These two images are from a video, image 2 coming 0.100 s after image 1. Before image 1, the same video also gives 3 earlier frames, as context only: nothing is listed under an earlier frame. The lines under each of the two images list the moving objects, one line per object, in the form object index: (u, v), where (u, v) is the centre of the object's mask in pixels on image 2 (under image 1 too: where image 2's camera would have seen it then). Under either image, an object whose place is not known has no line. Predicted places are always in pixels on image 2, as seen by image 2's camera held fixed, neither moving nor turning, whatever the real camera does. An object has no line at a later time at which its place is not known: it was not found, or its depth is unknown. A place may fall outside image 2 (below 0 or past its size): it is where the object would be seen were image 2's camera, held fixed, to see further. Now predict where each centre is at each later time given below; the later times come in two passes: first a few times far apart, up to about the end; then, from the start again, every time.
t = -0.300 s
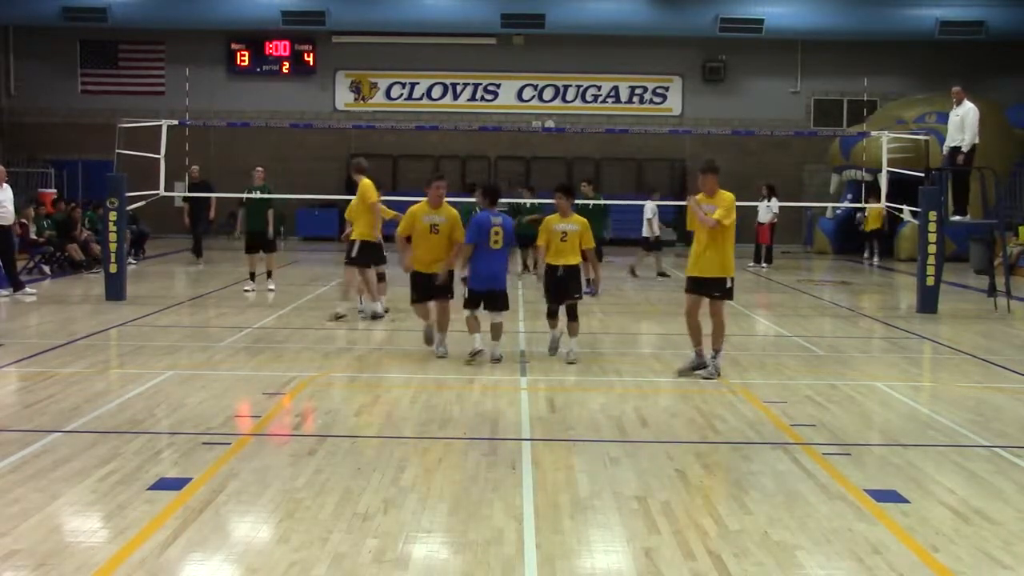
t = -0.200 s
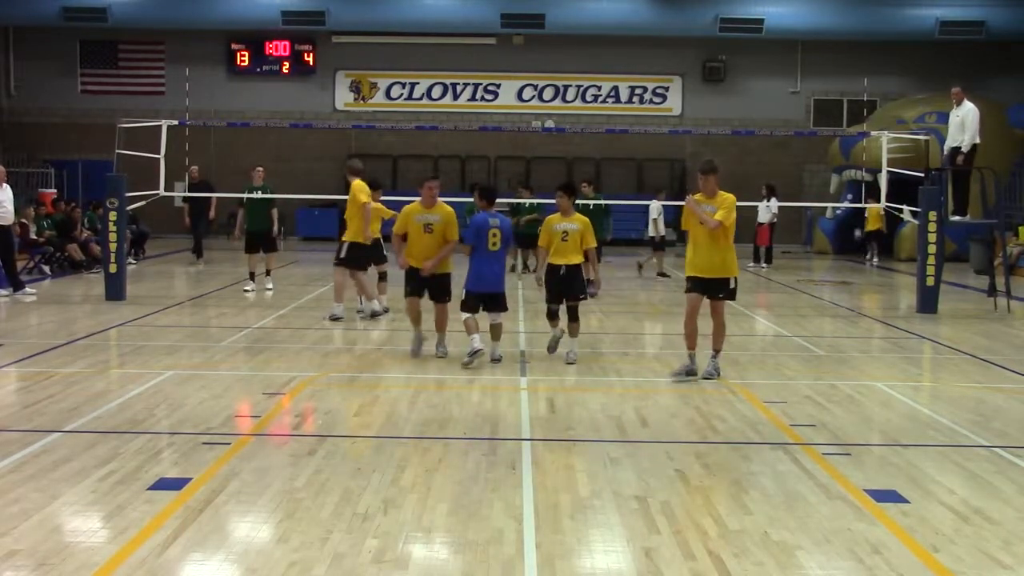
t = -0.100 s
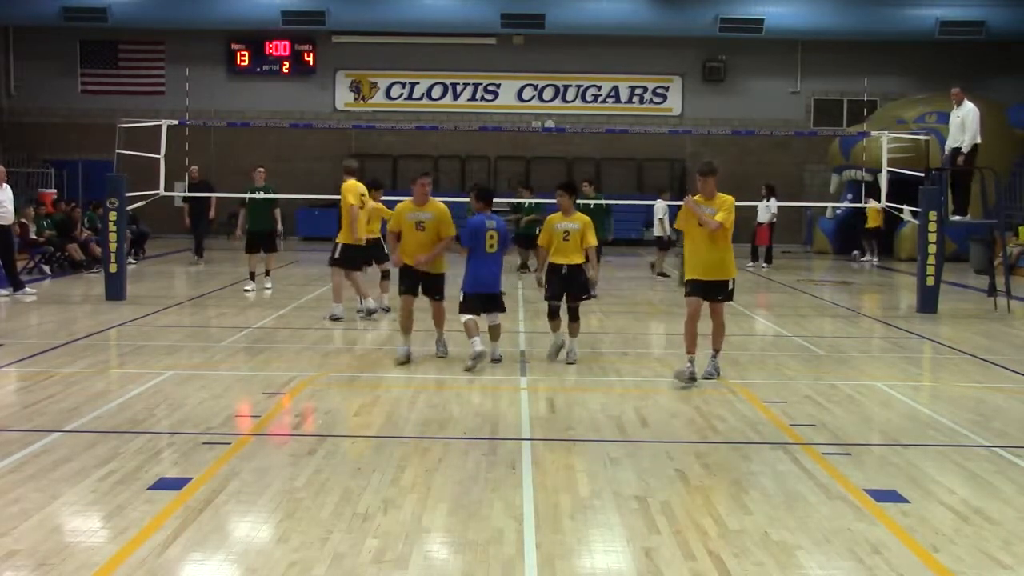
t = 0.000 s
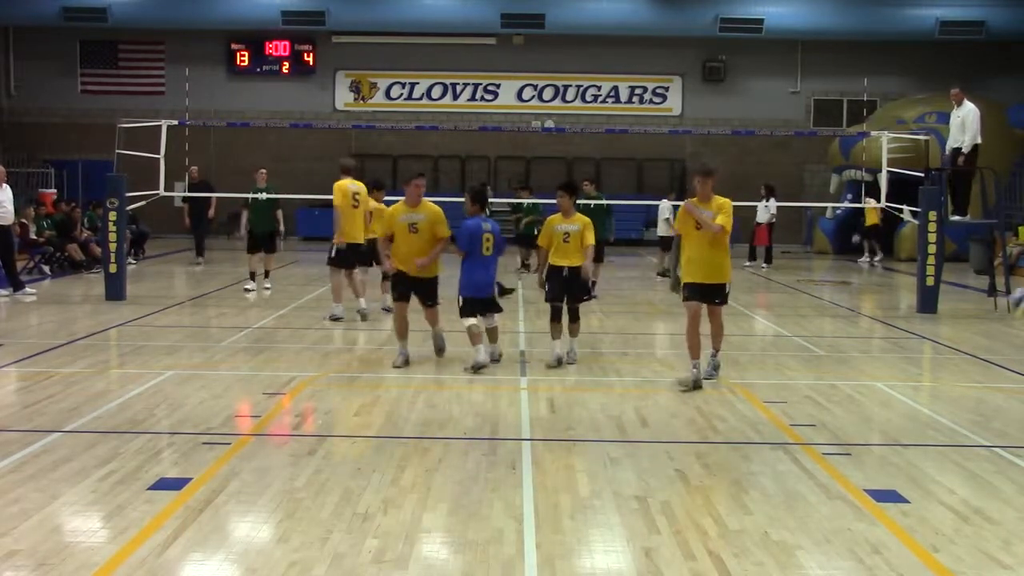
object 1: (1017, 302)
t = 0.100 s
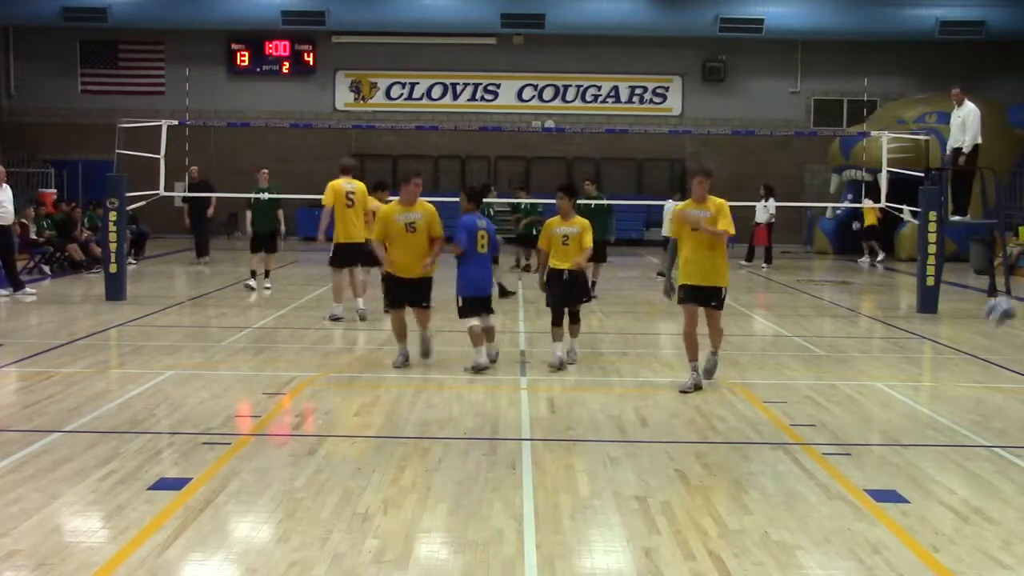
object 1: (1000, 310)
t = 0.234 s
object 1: (967, 347)
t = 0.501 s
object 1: (899, 375)
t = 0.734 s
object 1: (845, 343)
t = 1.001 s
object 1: (773, 402)
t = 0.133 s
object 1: (993, 317)
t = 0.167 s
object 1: (984, 324)
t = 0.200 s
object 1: (975, 334)
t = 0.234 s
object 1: (967, 347)
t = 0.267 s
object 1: (958, 359)
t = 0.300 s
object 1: (949, 373)
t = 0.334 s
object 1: (940, 391)
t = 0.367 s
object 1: (931, 406)
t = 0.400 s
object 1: (922, 410)
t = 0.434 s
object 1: (914, 397)
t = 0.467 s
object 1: (908, 387)
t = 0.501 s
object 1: (899, 375)
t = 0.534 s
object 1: (893, 367)
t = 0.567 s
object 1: (884, 358)
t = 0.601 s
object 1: (876, 352)
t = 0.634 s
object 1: (869, 347)
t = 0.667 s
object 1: (860, 344)
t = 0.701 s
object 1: (853, 343)
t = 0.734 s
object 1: (845, 343)
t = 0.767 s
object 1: (835, 345)
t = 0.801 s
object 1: (827, 348)
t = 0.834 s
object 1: (819, 352)
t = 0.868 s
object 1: (811, 358)
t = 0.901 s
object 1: (802, 367)
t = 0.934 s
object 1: (792, 378)
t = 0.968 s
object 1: (782, 390)
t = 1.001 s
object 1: (773, 402)
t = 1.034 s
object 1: (763, 418)
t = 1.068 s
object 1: (755, 431)
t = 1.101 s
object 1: (747, 421)
